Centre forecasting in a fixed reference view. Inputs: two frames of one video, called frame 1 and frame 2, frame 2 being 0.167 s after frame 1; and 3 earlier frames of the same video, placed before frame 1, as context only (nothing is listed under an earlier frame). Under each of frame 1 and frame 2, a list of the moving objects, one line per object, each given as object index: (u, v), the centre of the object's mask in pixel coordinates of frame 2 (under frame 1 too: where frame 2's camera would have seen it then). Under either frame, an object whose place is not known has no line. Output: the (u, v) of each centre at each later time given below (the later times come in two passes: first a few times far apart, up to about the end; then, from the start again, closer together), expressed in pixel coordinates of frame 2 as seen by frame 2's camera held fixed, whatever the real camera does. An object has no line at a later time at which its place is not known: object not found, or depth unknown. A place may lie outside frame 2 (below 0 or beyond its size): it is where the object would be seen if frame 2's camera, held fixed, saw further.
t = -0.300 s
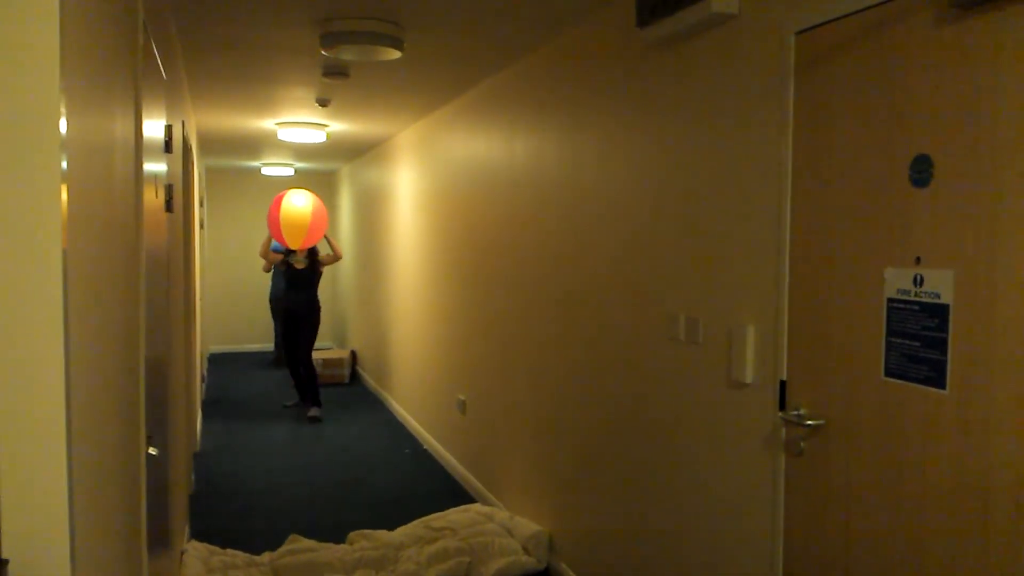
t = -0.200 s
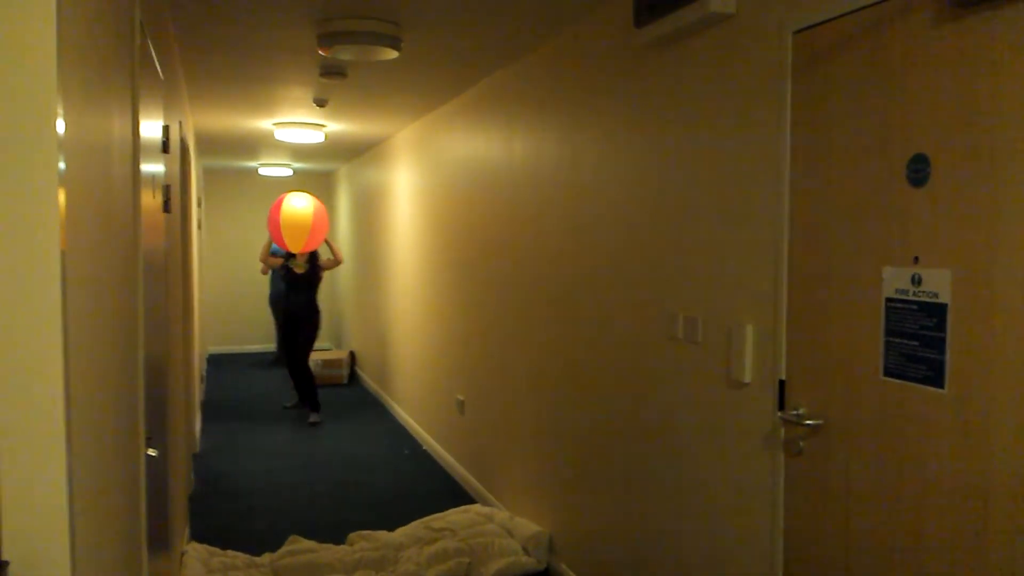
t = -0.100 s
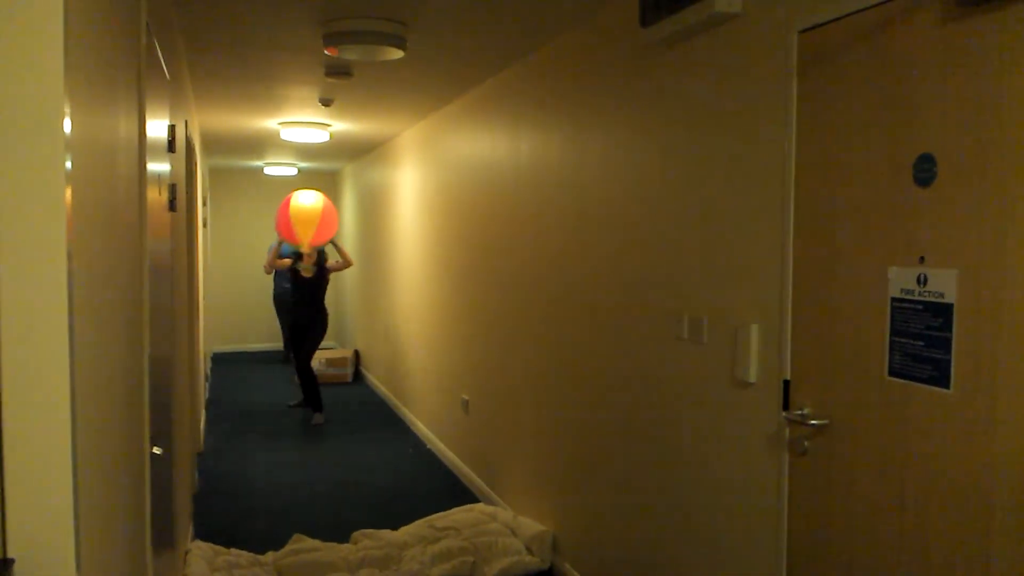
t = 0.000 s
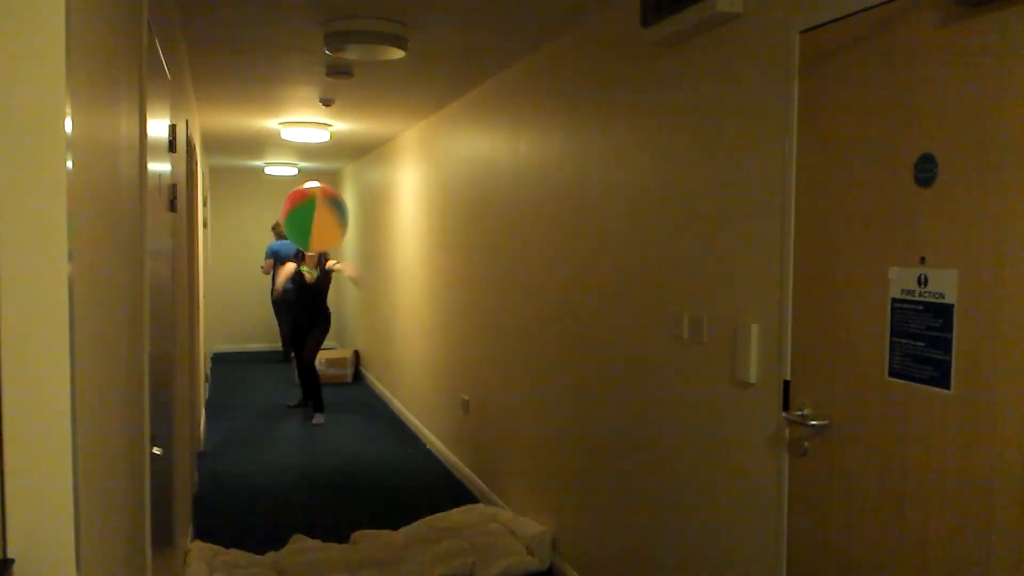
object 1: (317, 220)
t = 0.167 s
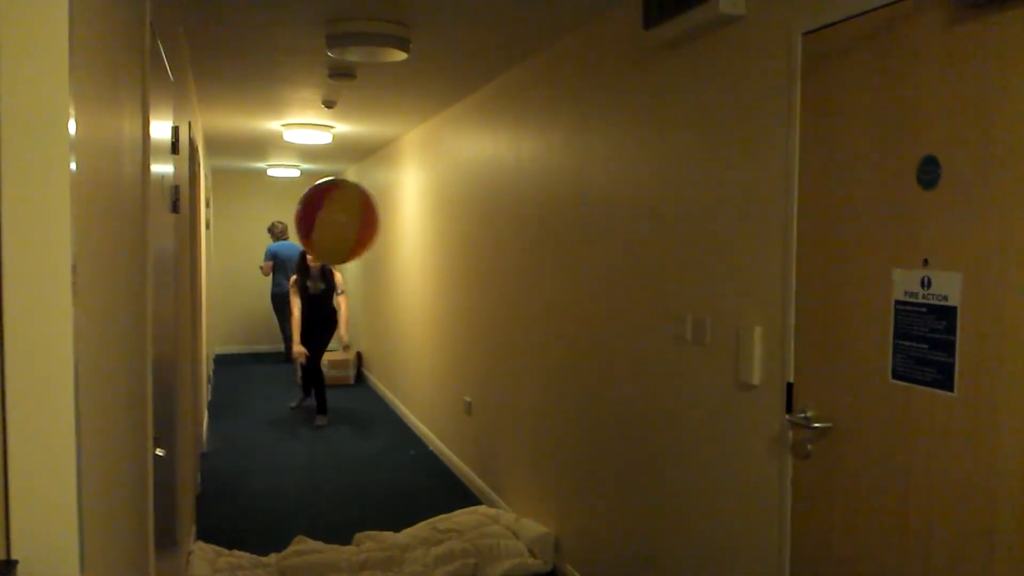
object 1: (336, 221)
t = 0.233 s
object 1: (346, 217)
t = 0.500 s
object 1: (400, 213)
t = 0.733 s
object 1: (487, 263)
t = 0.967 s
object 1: (628, 420)
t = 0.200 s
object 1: (341, 219)
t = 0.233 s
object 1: (346, 217)
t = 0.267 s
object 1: (351, 215)
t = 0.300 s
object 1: (355, 212)
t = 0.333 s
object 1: (361, 211)
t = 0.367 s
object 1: (368, 211)
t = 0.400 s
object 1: (375, 210)
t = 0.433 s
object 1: (382, 210)
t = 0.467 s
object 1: (390, 212)
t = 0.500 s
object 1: (400, 213)
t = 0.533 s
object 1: (409, 217)
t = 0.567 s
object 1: (421, 221)
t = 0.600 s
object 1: (431, 226)
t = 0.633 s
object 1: (444, 233)
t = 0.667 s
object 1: (459, 244)
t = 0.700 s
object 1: (473, 254)
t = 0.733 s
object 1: (487, 263)
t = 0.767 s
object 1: (502, 276)
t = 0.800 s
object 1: (518, 291)
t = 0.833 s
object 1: (537, 305)
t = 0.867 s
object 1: (556, 325)
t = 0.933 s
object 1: (601, 385)
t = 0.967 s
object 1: (628, 420)
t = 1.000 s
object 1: (656, 450)
